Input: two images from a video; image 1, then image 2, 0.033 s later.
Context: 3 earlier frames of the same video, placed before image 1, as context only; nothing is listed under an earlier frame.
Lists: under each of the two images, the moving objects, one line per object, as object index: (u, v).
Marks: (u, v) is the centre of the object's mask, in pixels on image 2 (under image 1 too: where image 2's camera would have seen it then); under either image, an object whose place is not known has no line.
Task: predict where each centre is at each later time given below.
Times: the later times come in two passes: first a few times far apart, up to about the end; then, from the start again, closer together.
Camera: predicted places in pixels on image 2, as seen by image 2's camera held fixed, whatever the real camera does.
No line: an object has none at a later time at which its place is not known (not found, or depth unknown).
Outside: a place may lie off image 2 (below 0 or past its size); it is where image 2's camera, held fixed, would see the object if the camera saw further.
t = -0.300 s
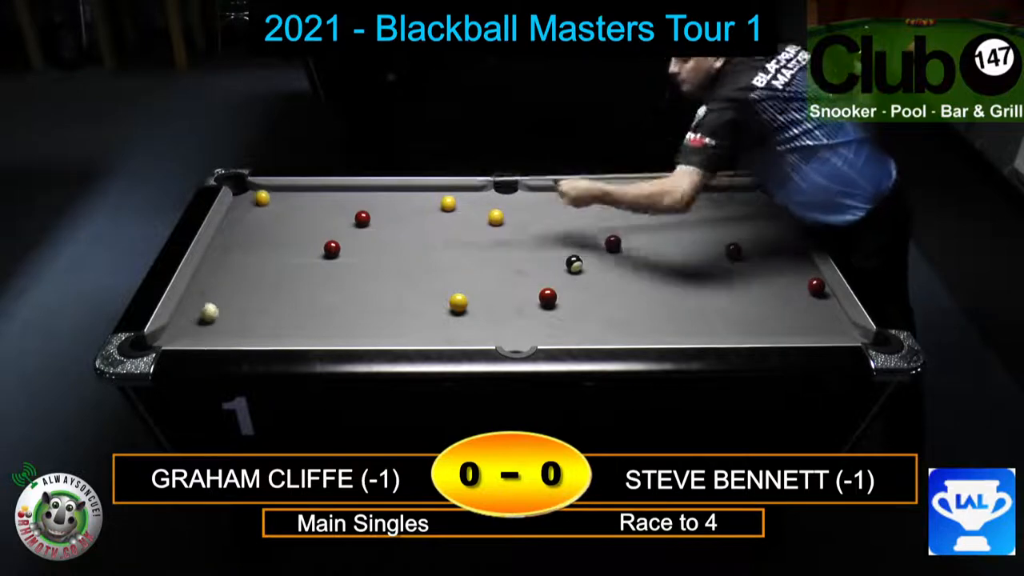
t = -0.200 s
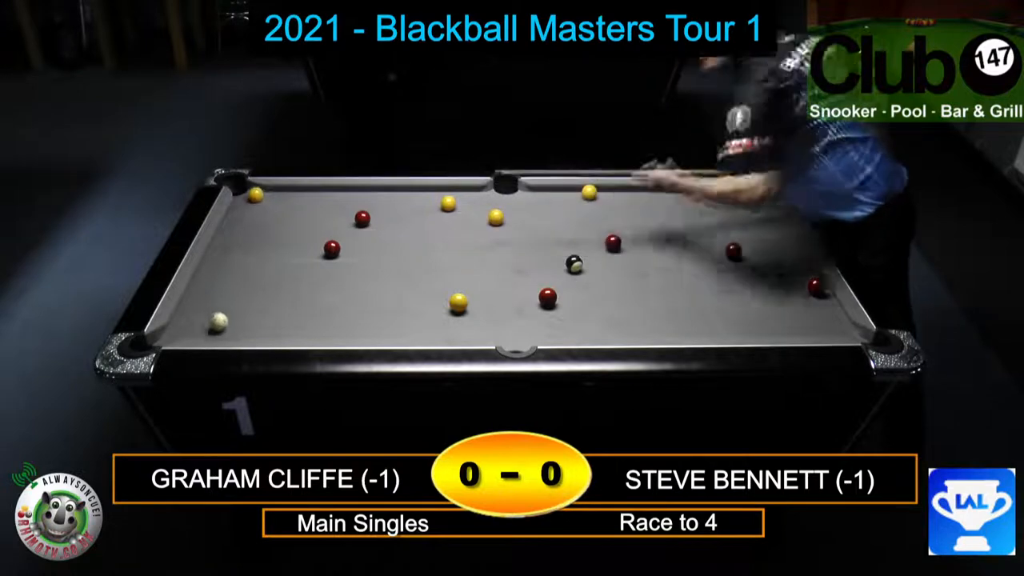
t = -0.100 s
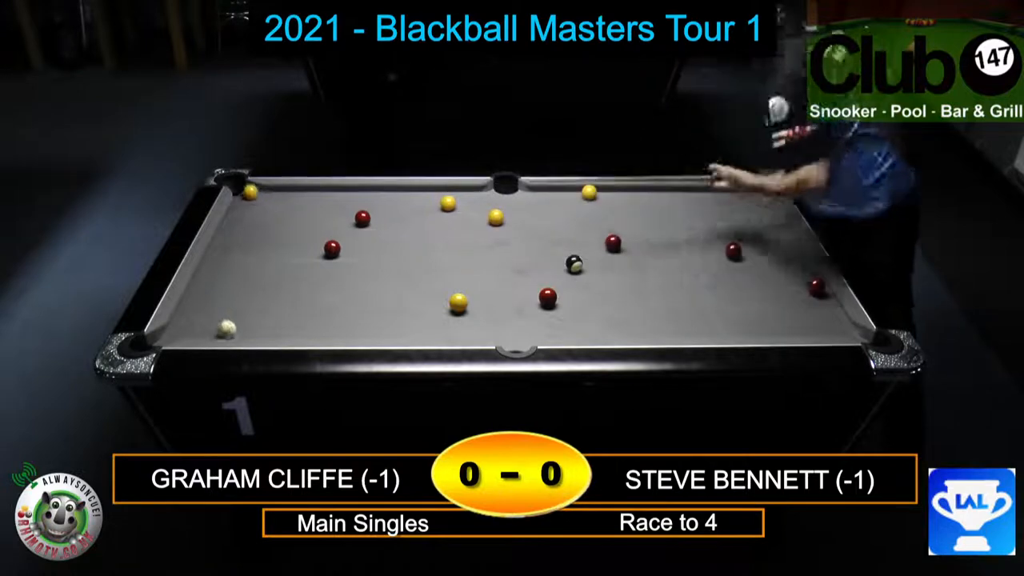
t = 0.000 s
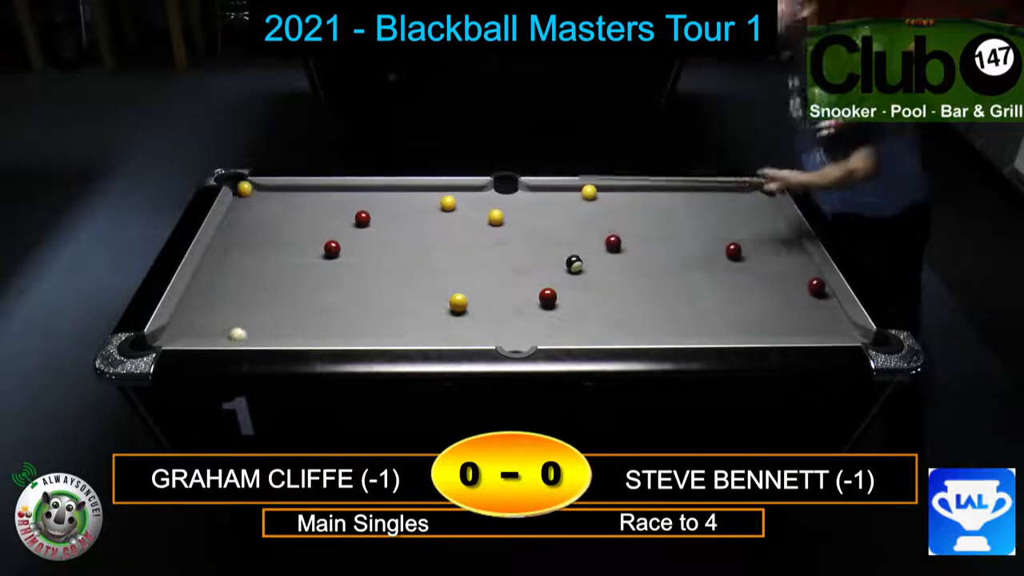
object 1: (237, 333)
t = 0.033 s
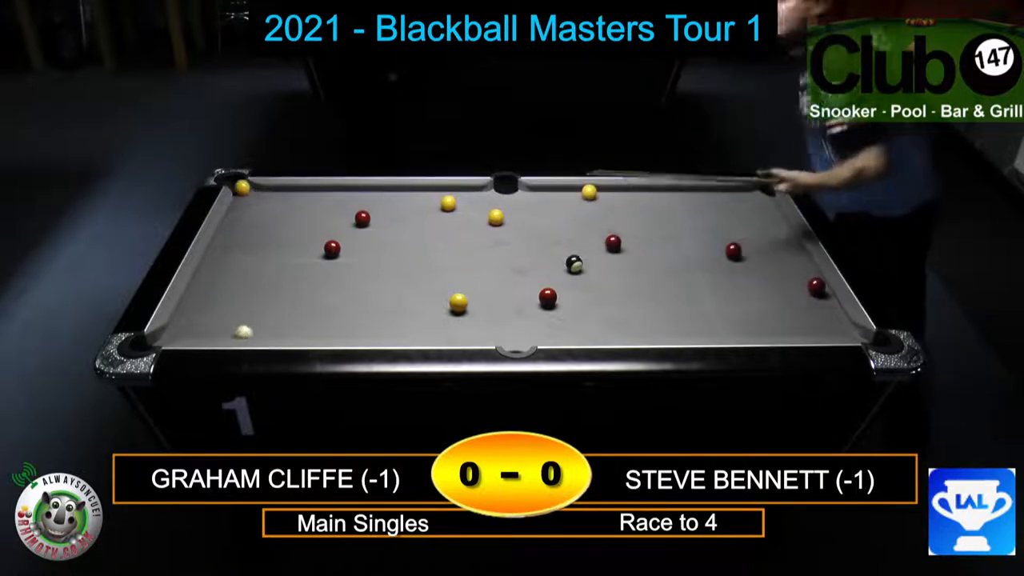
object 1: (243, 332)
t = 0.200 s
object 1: (264, 327)
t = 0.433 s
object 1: (294, 314)
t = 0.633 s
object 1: (318, 305)
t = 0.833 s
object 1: (339, 296)
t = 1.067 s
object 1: (362, 287)
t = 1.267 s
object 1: (380, 280)
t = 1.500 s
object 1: (398, 272)
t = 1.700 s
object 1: (413, 266)
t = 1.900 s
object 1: (427, 260)
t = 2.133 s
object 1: (442, 254)
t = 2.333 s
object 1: (453, 250)
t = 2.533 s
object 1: (463, 246)
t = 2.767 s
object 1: (475, 241)
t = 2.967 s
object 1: (482, 239)
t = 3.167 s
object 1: (489, 236)
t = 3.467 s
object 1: (499, 230)
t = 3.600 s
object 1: (501, 230)
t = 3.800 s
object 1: (505, 229)
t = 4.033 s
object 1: (509, 227)
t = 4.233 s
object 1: (510, 227)
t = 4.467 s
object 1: (512, 226)
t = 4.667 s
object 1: (512, 226)
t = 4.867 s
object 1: (512, 226)
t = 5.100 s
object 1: (512, 226)
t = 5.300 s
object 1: (512, 226)
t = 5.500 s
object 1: (512, 226)
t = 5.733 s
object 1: (512, 226)
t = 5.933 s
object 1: (512, 226)
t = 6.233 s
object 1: (510, 225)
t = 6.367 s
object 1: (513, 226)
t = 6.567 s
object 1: (512, 226)
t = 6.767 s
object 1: (512, 226)
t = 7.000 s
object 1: (512, 226)
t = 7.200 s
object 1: (512, 226)
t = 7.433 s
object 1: (512, 226)
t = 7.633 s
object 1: (512, 226)
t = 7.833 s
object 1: (512, 226)
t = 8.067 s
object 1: (512, 226)
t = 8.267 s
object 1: (512, 226)
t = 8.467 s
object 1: (512, 226)
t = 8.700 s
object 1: (512, 226)
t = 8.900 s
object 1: (512, 226)
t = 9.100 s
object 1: (512, 226)
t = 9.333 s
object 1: (512, 226)
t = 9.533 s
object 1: (512, 226)
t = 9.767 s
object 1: (512, 226)
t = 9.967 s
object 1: (512, 225)
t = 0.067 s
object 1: (247, 330)
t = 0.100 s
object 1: (250, 330)
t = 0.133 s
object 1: (253, 329)
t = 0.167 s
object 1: (259, 328)
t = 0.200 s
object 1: (264, 327)
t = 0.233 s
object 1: (269, 324)
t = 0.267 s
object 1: (273, 323)
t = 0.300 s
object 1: (275, 322)
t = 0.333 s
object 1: (279, 320)
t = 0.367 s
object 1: (284, 318)
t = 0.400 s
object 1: (289, 316)
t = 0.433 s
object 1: (294, 314)
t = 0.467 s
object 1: (297, 313)
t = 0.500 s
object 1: (300, 312)
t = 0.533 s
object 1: (304, 311)
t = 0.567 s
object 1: (308, 309)
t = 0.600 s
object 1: (313, 307)
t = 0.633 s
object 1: (318, 305)
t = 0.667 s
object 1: (321, 304)
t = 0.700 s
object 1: (323, 303)
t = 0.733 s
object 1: (326, 301)
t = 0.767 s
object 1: (330, 300)
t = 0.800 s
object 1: (334, 298)
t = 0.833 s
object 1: (339, 296)
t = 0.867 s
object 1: (342, 295)
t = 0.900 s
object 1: (344, 294)
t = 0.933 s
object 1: (347, 293)
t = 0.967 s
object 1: (351, 291)
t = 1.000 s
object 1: (355, 290)
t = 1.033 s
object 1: (359, 288)
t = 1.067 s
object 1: (362, 287)
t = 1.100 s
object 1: (363, 286)
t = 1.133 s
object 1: (366, 285)
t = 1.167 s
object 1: (370, 284)
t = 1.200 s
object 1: (373, 282)
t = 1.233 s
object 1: (377, 281)
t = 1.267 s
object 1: (380, 280)
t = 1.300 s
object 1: (382, 279)
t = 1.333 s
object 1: (384, 278)
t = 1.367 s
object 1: (388, 276)
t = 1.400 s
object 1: (391, 275)
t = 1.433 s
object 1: (394, 274)
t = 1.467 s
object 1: (396, 273)
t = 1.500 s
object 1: (398, 272)
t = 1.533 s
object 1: (400, 271)
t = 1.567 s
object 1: (403, 270)
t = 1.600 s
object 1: (407, 269)
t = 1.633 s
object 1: (409, 267)
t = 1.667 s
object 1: (412, 266)
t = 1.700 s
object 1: (413, 266)
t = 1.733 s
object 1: (415, 265)
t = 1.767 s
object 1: (419, 264)
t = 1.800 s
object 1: (421, 263)
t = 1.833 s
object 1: (424, 262)
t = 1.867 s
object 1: (426, 261)
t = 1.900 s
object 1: (427, 260)
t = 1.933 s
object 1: (429, 259)
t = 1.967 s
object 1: (432, 258)
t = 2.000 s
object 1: (434, 257)
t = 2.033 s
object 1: (437, 256)
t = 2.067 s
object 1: (439, 256)
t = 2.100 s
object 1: (440, 255)
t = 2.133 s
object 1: (442, 254)
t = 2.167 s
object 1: (444, 254)
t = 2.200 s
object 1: (446, 252)
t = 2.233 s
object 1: (449, 251)
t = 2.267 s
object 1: (450, 251)
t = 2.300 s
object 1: (452, 251)
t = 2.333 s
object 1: (453, 250)
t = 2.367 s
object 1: (455, 249)
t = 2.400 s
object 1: (458, 248)
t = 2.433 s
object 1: (459, 248)
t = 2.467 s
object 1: (461, 247)
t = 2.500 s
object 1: (462, 246)
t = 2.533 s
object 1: (463, 246)
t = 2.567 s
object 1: (465, 245)
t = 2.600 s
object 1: (468, 244)
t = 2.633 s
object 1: (469, 244)
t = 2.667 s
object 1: (471, 243)
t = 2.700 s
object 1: (471, 243)
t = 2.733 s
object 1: (473, 242)
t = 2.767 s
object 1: (475, 241)
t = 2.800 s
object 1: (476, 241)
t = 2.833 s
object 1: (478, 240)
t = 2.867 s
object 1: (479, 240)
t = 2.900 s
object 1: (480, 239)
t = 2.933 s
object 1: (481, 239)
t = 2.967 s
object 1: (482, 239)
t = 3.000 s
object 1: (484, 238)
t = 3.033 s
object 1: (485, 237)
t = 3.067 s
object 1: (486, 237)
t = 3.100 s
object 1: (487, 236)
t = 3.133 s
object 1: (487, 236)
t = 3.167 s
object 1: (489, 236)
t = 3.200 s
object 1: (487, 235)
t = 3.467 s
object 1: (499, 230)
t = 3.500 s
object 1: (499, 231)
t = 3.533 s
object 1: (499, 231)
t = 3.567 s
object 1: (500, 231)
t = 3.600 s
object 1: (501, 230)
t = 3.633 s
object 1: (502, 230)
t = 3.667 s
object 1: (503, 230)
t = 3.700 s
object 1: (503, 230)
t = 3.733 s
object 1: (504, 229)
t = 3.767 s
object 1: (504, 229)
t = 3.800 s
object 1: (505, 229)
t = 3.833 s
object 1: (506, 229)
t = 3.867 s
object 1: (506, 228)
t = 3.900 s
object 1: (507, 228)
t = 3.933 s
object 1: (507, 228)
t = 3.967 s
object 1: (508, 228)
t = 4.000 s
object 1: (508, 228)
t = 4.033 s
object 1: (509, 227)
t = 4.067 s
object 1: (509, 227)
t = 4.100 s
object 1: (509, 227)
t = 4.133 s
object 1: (509, 227)
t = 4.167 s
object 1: (510, 227)
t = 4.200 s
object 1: (510, 227)
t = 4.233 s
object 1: (510, 227)
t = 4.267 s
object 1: (511, 226)
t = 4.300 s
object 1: (511, 226)
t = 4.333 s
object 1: (511, 226)
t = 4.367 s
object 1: (511, 226)
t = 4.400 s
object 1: (511, 226)
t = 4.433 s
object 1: (512, 226)
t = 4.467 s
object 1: (512, 226)
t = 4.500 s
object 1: (512, 226)
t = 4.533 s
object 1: (512, 226)
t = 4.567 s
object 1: (512, 226)
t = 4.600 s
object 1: (512, 226)
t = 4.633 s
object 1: (512, 226)
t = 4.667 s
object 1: (512, 226)
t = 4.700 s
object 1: (512, 226)
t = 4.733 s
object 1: (512, 226)
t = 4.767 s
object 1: (512, 226)
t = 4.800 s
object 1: (512, 226)
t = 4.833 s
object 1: (512, 226)
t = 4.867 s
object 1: (512, 226)
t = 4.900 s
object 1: (512, 226)
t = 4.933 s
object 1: (512, 226)
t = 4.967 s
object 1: (512, 226)
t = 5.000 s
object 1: (512, 226)
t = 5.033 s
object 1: (512, 226)
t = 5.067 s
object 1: (512, 226)
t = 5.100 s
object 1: (512, 226)
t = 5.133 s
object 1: (512, 226)
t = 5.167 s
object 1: (512, 226)
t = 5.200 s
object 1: (512, 226)
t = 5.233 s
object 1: (512, 226)
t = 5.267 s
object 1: (512, 226)
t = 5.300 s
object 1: (512, 226)
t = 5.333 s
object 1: (512, 226)
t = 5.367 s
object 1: (512, 226)
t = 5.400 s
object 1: (512, 226)
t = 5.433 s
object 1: (512, 226)
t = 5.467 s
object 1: (512, 226)
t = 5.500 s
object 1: (512, 226)
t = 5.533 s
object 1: (512, 226)
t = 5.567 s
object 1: (512, 226)
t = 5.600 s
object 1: (512, 226)
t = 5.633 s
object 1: (512, 226)
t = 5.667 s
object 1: (512, 226)
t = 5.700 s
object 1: (512, 226)
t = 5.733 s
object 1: (512, 226)
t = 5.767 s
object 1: (512, 226)
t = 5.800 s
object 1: (512, 226)
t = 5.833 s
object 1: (512, 226)
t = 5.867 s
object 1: (512, 226)
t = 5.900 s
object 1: (512, 226)
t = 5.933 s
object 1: (512, 226)
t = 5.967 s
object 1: (512, 226)
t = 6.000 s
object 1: (512, 226)
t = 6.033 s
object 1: (514, 226)
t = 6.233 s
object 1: (510, 225)
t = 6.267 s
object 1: (513, 226)
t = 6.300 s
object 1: (513, 226)
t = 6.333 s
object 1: (513, 226)
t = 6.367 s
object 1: (513, 226)
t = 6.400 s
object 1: (512, 226)
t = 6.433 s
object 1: (512, 226)
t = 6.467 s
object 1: (512, 226)
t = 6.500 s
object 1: (512, 226)
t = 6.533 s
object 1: (512, 226)
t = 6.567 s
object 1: (512, 226)
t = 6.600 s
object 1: (512, 226)
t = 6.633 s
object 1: (512, 226)
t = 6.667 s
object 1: (512, 226)
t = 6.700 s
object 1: (512, 226)
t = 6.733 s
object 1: (512, 226)
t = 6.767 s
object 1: (512, 226)
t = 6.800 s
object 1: (512, 226)
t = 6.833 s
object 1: (512, 226)
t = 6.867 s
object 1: (512, 226)
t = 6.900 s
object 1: (512, 226)
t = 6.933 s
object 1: (512, 226)
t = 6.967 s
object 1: (512, 226)
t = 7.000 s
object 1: (512, 226)
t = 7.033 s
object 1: (512, 226)
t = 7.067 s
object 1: (512, 226)
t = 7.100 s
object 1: (512, 226)
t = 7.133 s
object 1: (512, 226)
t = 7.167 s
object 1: (512, 226)
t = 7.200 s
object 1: (512, 226)
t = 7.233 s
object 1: (512, 226)
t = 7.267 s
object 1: (512, 226)
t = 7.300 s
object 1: (512, 226)
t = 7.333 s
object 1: (512, 226)
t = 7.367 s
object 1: (512, 226)
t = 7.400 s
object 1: (512, 226)
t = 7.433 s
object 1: (512, 226)
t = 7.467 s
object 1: (512, 226)
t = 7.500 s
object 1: (512, 226)
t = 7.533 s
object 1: (512, 226)
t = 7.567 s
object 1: (512, 226)
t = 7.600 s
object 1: (512, 226)
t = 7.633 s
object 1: (512, 226)
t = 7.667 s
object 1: (512, 226)
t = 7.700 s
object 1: (512, 226)
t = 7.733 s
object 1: (512, 226)
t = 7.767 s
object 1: (512, 226)
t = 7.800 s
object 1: (512, 226)
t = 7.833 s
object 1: (512, 226)
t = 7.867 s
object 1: (512, 226)
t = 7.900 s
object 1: (512, 226)
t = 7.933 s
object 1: (512, 226)
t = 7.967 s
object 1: (512, 226)
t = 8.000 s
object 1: (512, 226)
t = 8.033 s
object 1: (512, 226)
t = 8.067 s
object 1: (512, 226)
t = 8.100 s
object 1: (512, 226)
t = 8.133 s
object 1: (512, 226)
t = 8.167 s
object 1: (512, 226)
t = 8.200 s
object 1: (512, 226)
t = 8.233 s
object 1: (512, 226)
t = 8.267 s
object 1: (512, 226)
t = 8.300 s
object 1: (512, 226)
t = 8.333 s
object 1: (512, 226)
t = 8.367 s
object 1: (512, 226)
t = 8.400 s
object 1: (512, 226)
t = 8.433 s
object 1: (512, 226)
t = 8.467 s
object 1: (512, 226)
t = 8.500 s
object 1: (512, 226)
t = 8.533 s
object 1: (512, 226)
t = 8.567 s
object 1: (512, 226)
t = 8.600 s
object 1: (512, 226)
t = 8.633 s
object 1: (512, 226)
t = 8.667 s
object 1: (512, 226)
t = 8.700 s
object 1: (512, 226)
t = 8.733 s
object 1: (512, 226)
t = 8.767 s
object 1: (512, 226)
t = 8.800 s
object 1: (512, 226)
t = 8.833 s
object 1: (512, 226)
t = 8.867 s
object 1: (512, 226)
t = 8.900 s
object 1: (512, 226)
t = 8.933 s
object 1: (512, 226)
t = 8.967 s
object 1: (512, 226)
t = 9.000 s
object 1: (512, 226)
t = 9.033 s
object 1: (512, 226)
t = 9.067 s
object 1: (512, 226)
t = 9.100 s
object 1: (512, 226)
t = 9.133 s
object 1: (512, 226)
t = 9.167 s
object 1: (512, 226)
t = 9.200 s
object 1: (512, 226)
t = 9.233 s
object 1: (512, 226)
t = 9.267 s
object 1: (512, 226)
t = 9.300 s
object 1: (512, 226)
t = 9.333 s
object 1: (512, 226)
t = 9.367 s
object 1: (512, 226)
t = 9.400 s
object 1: (512, 226)
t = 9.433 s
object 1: (512, 226)
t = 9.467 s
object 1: (512, 226)
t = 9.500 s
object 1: (512, 226)
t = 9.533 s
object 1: (512, 226)
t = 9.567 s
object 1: (512, 226)
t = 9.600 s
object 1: (512, 226)
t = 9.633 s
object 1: (512, 225)
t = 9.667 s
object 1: (512, 226)
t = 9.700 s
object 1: (512, 226)
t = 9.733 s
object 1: (512, 226)
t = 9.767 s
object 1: (512, 226)
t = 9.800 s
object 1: (512, 226)
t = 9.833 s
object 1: (512, 226)
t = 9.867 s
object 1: (512, 225)
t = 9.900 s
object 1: (512, 225)
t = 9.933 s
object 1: (512, 225)
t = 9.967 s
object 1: (512, 225)
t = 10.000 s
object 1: (512, 225)
